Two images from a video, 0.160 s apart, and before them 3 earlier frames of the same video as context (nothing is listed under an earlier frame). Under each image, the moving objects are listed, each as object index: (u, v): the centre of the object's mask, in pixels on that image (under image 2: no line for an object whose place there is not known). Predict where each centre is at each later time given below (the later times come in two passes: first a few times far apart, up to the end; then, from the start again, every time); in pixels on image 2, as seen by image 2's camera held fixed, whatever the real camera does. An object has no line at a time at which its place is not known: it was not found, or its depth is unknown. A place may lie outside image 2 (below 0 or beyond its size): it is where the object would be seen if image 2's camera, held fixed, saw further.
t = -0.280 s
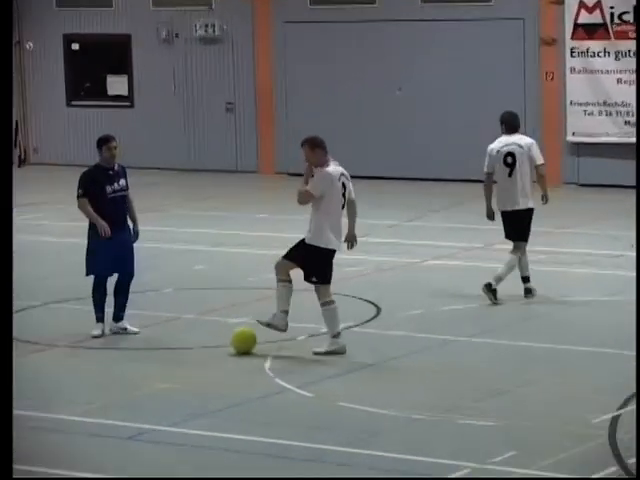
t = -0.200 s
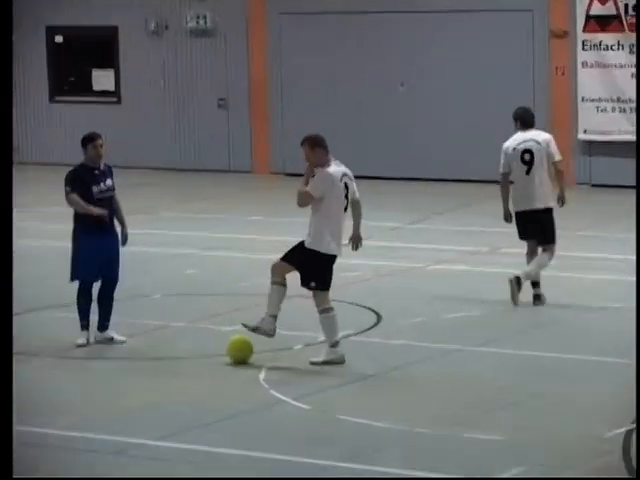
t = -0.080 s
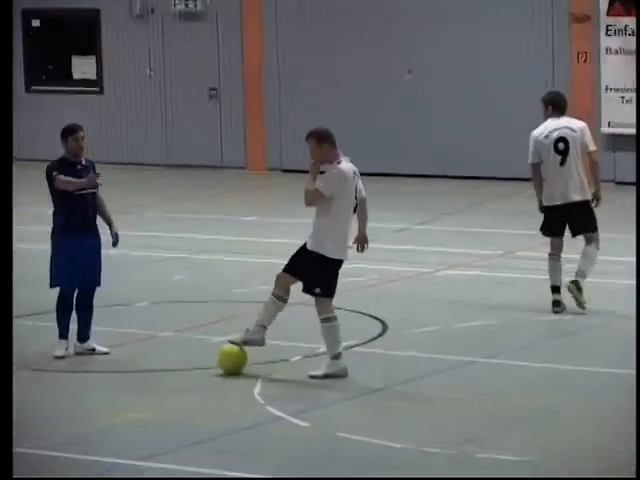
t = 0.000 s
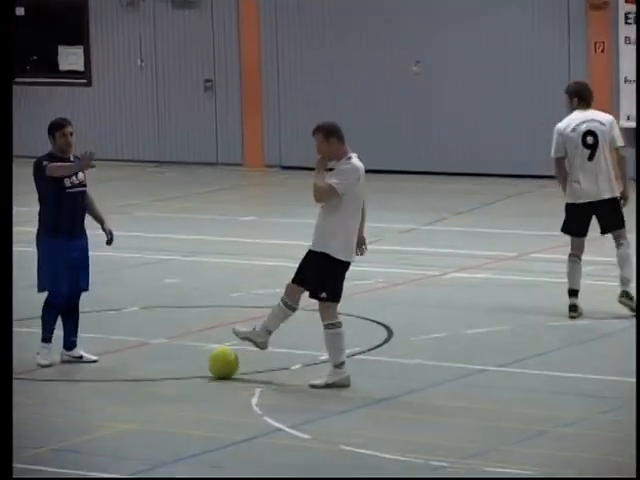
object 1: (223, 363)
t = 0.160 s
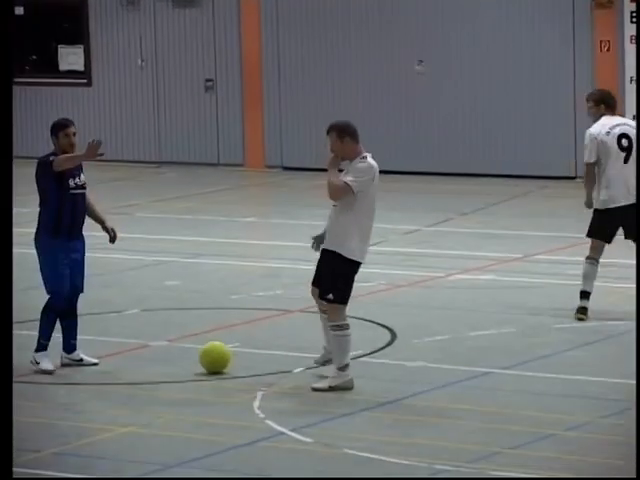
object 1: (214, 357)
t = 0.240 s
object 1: (209, 354)
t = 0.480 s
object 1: (194, 343)
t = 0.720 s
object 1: (179, 333)
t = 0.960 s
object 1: (166, 323)
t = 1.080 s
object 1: (160, 318)
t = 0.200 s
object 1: (212, 356)
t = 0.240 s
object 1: (209, 354)
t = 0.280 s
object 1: (206, 352)
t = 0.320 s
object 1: (204, 350)
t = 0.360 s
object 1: (202, 348)
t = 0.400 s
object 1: (199, 346)
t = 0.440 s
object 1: (196, 344)
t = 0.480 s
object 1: (194, 343)
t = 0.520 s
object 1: (191, 342)
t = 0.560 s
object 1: (189, 340)
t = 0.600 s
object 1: (187, 338)
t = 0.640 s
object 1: (184, 337)
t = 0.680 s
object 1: (182, 335)
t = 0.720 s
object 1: (179, 333)
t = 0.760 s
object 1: (177, 331)
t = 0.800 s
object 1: (175, 330)
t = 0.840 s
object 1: (173, 328)
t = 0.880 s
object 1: (171, 326)
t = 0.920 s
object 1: (169, 325)
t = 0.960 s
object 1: (166, 323)
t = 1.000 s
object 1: (165, 321)
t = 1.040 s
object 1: (163, 320)
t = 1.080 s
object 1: (160, 318)
